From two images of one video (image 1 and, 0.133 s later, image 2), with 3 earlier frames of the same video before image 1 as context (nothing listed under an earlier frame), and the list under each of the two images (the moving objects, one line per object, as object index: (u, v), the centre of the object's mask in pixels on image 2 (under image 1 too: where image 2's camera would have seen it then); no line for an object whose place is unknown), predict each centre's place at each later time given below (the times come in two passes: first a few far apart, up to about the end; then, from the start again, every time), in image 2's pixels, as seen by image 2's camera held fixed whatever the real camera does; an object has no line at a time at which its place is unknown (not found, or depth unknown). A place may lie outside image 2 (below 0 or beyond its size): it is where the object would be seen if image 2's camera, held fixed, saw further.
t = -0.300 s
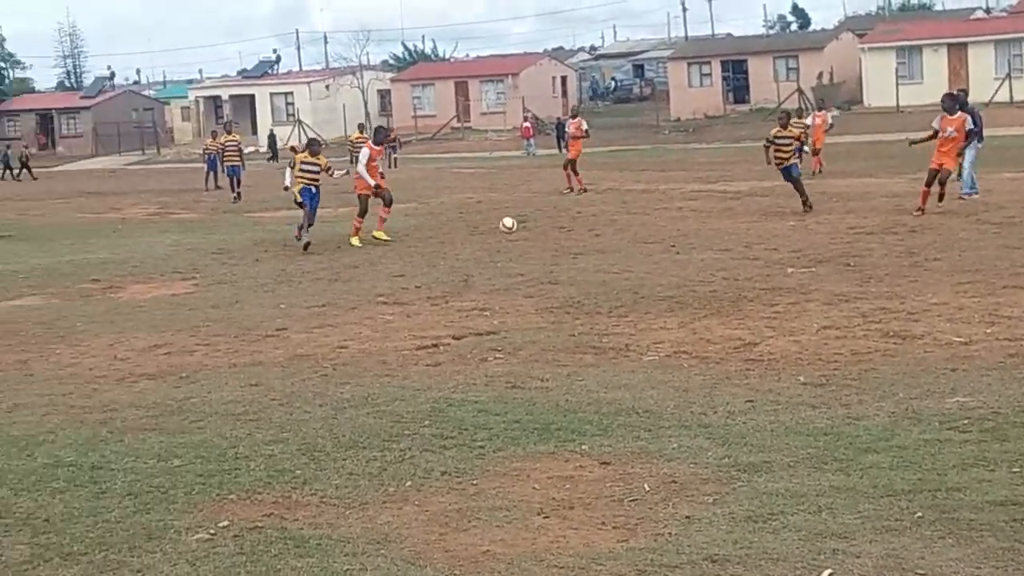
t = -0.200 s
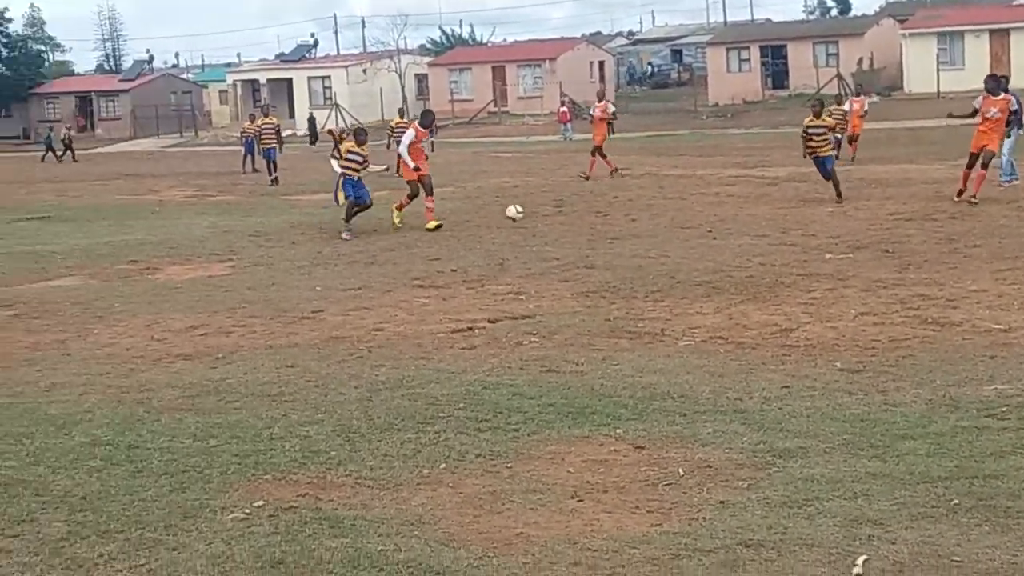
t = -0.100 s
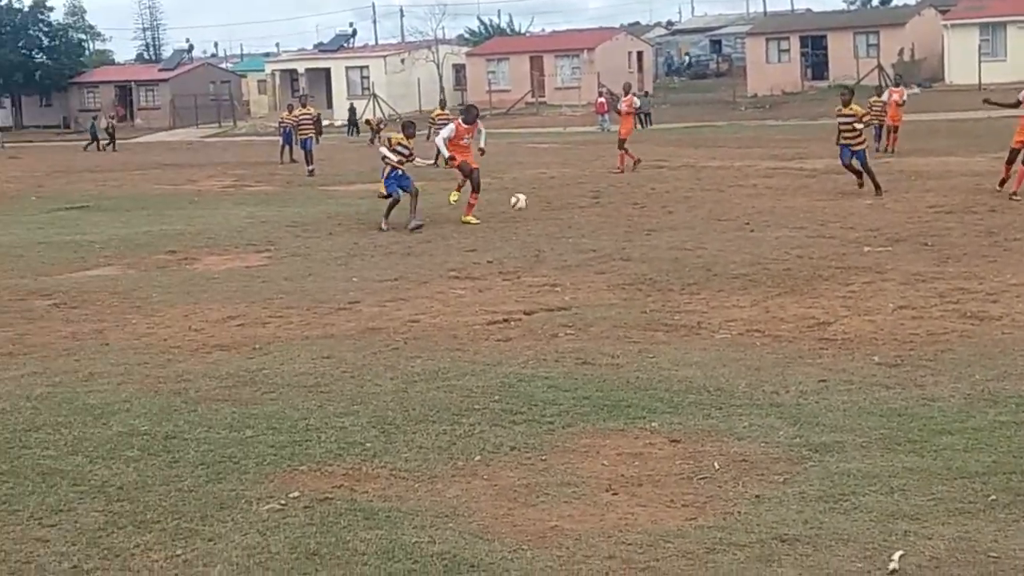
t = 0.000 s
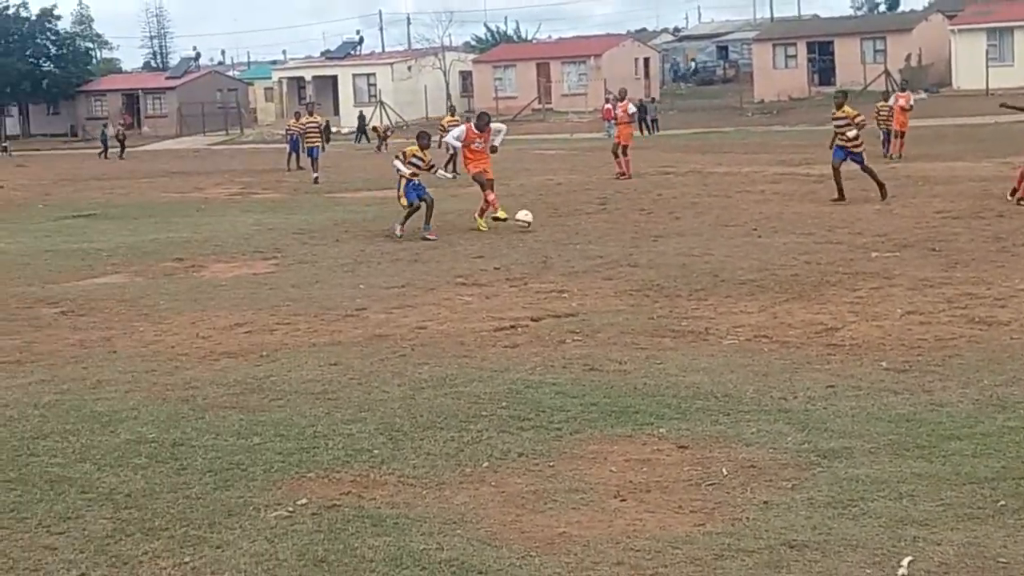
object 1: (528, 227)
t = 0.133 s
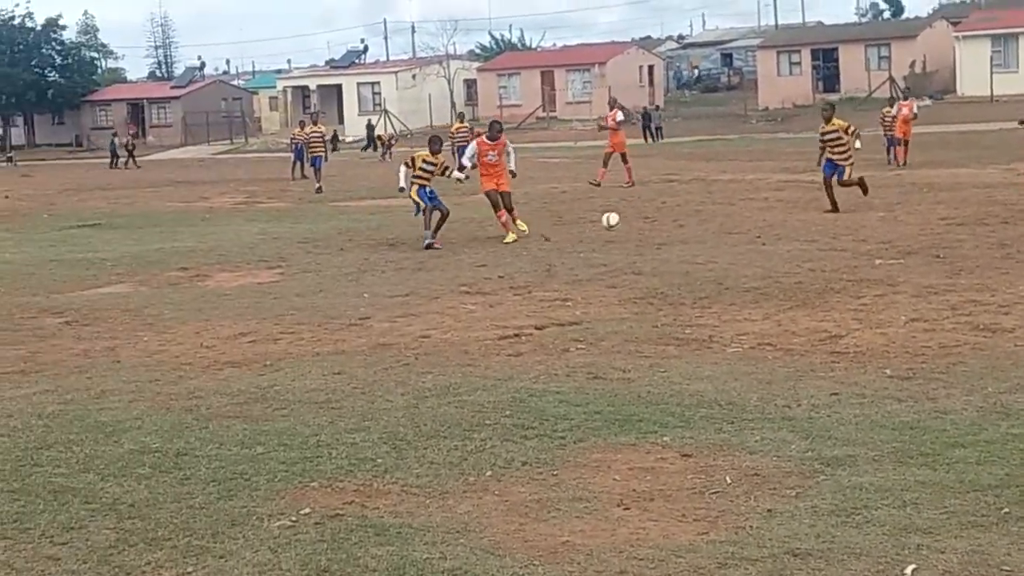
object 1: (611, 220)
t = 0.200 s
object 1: (651, 219)
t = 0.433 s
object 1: (798, 240)
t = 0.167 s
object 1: (631, 220)
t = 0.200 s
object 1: (651, 219)
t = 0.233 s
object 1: (672, 221)
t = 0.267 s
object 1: (693, 223)
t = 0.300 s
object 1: (714, 226)
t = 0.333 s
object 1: (736, 231)
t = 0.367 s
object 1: (759, 238)
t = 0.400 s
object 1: (780, 243)
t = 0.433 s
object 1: (798, 240)
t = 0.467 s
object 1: (815, 239)
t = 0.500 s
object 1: (834, 239)
